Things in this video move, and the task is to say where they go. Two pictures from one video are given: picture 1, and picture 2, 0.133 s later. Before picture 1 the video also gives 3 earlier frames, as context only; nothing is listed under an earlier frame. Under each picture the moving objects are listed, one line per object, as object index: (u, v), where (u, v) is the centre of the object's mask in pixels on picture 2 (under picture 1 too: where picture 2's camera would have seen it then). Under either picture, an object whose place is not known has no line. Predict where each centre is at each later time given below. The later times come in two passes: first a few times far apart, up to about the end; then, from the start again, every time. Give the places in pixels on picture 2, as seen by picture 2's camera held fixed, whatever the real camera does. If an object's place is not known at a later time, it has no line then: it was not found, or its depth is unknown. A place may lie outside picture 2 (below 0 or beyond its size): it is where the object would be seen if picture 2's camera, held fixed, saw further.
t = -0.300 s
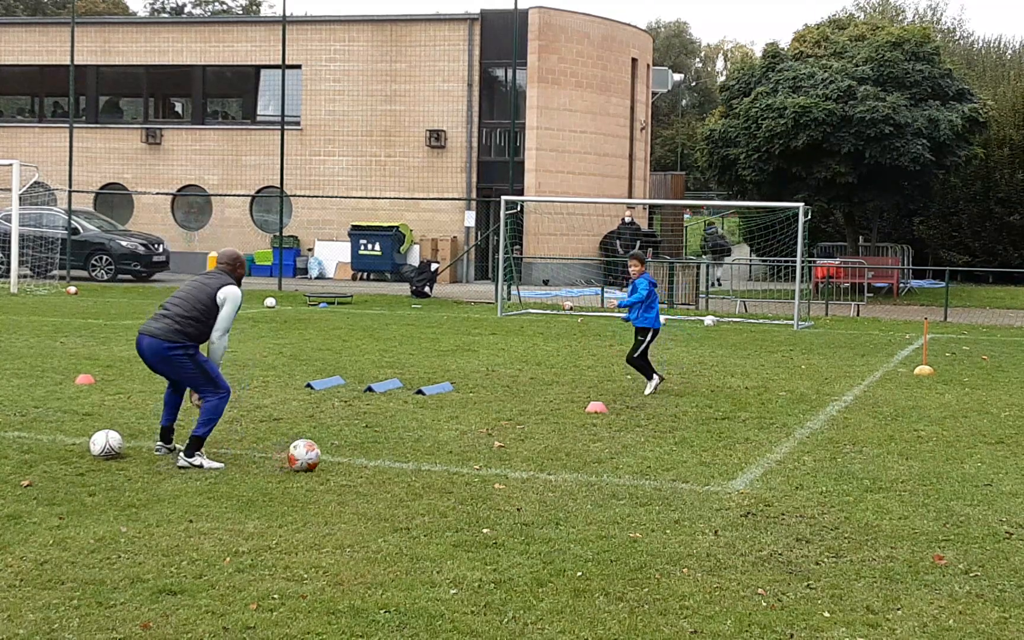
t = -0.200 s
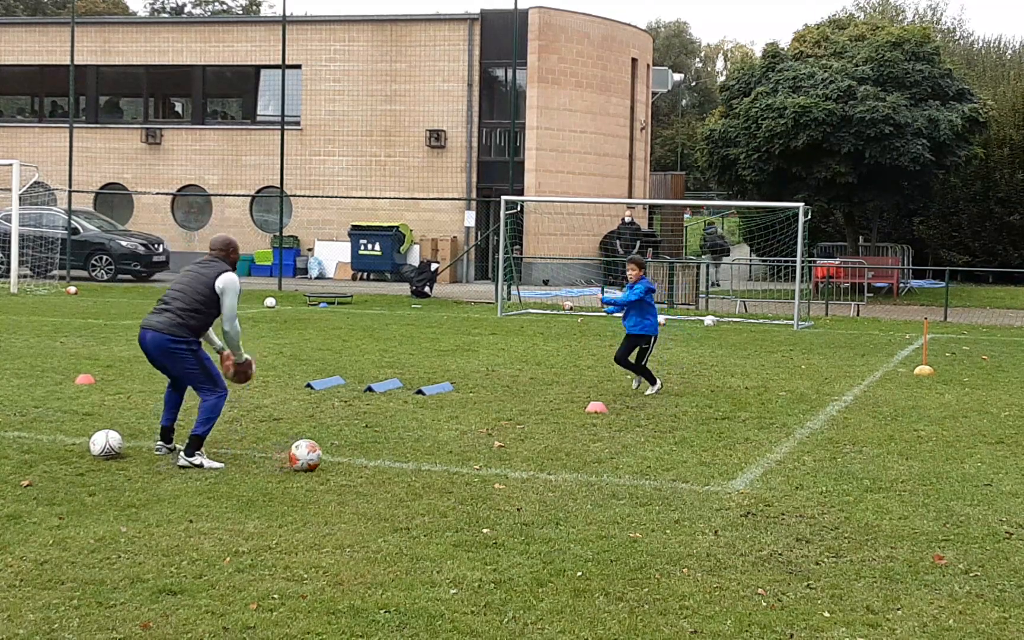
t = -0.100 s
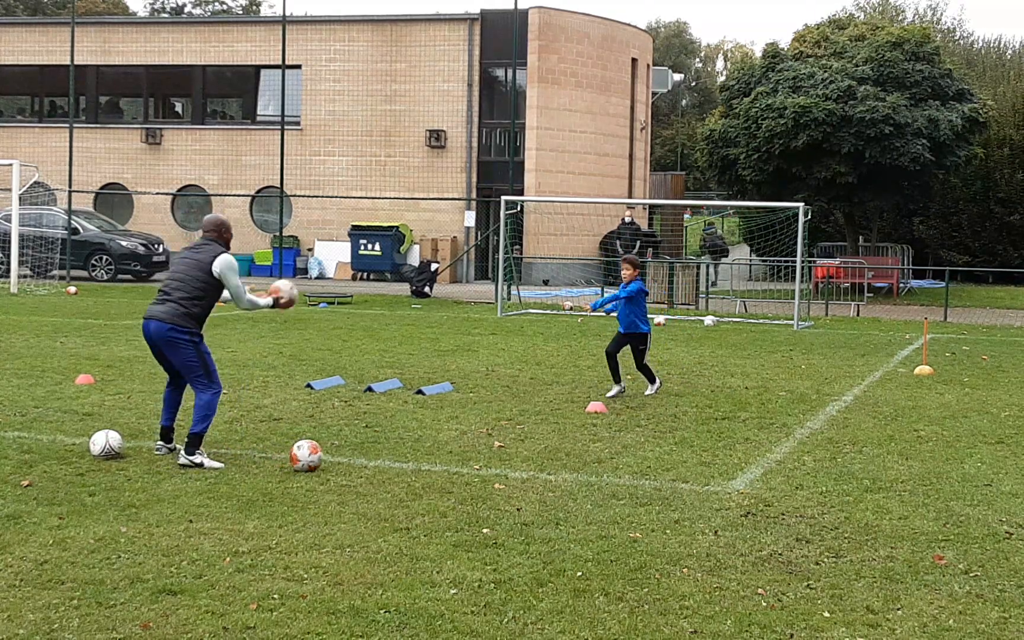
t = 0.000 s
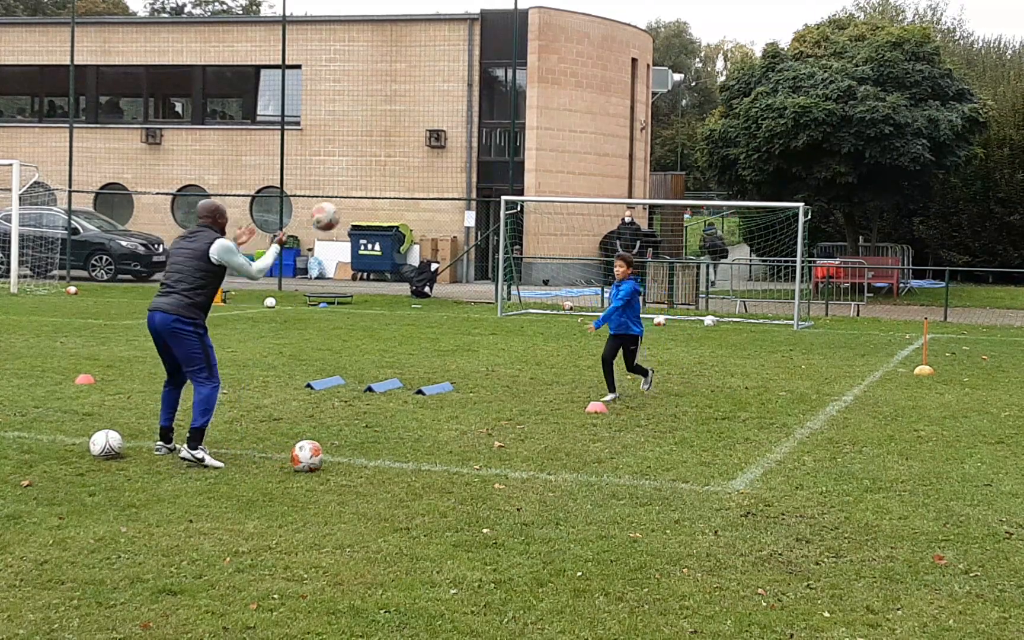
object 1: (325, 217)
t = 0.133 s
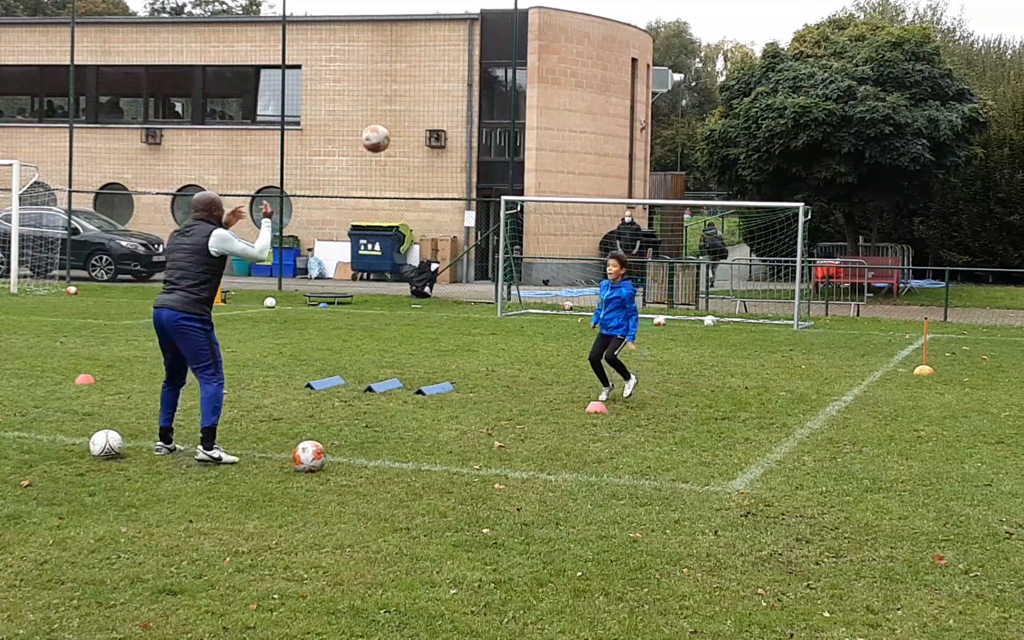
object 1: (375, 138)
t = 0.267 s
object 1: (421, 88)
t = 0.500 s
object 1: (490, 56)
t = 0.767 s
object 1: (557, 101)
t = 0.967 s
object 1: (600, 184)
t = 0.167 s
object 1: (387, 123)
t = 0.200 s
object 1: (399, 110)
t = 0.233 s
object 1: (410, 98)
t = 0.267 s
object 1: (421, 88)
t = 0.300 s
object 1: (431, 79)
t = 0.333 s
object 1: (441, 71)
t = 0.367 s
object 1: (451, 66)
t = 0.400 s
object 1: (461, 61)
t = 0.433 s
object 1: (471, 58)
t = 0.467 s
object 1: (480, 56)
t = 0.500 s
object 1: (490, 56)
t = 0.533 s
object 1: (498, 57)
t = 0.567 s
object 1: (507, 60)
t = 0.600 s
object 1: (516, 63)
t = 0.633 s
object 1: (524, 69)
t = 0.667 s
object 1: (533, 75)
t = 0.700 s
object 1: (541, 83)
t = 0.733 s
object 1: (549, 91)
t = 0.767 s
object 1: (557, 101)
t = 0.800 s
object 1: (565, 112)
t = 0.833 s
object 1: (572, 124)
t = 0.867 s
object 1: (579, 138)
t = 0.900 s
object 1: (586, 152)
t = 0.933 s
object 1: (593, 168)
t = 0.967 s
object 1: (600, 184)
